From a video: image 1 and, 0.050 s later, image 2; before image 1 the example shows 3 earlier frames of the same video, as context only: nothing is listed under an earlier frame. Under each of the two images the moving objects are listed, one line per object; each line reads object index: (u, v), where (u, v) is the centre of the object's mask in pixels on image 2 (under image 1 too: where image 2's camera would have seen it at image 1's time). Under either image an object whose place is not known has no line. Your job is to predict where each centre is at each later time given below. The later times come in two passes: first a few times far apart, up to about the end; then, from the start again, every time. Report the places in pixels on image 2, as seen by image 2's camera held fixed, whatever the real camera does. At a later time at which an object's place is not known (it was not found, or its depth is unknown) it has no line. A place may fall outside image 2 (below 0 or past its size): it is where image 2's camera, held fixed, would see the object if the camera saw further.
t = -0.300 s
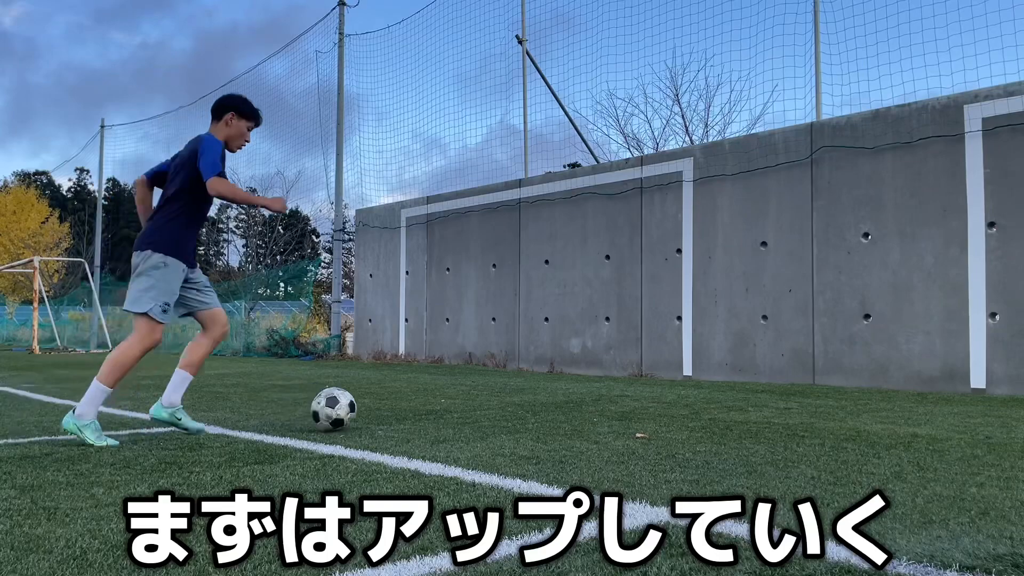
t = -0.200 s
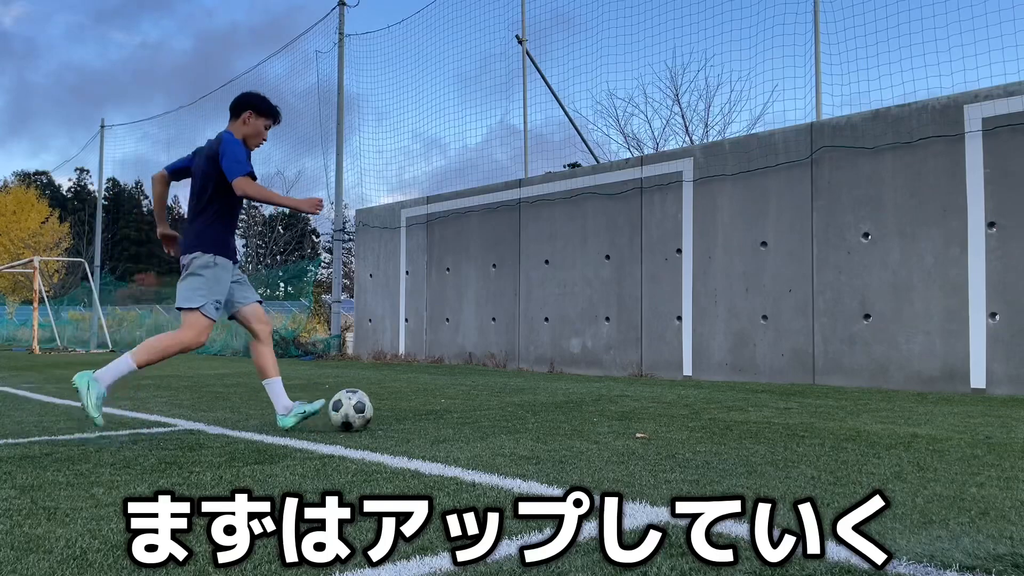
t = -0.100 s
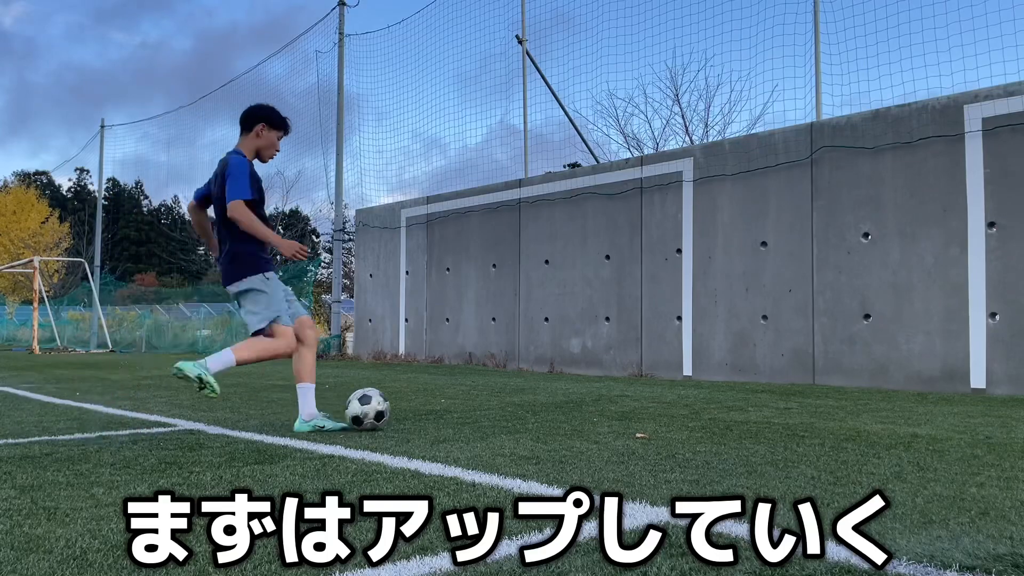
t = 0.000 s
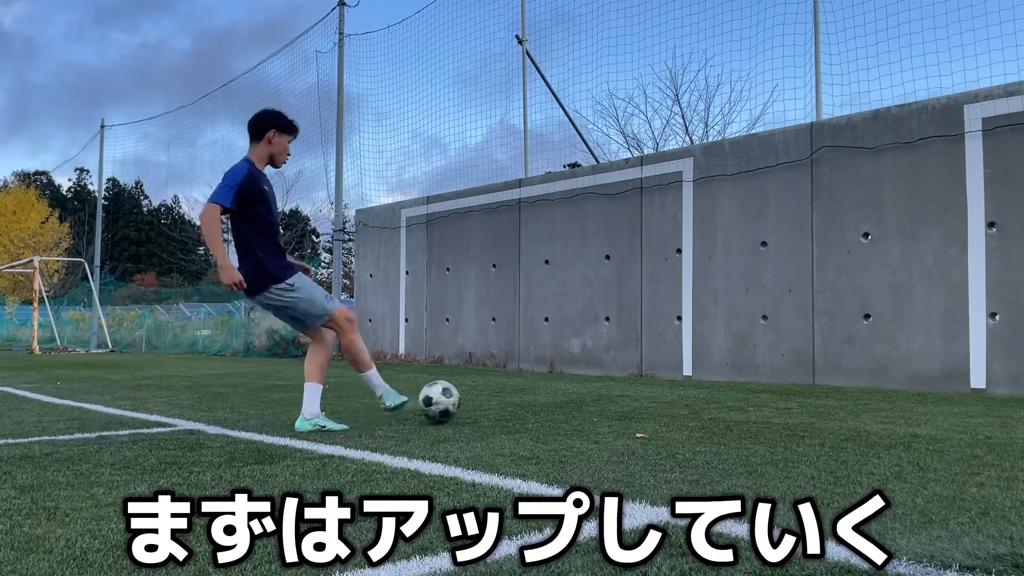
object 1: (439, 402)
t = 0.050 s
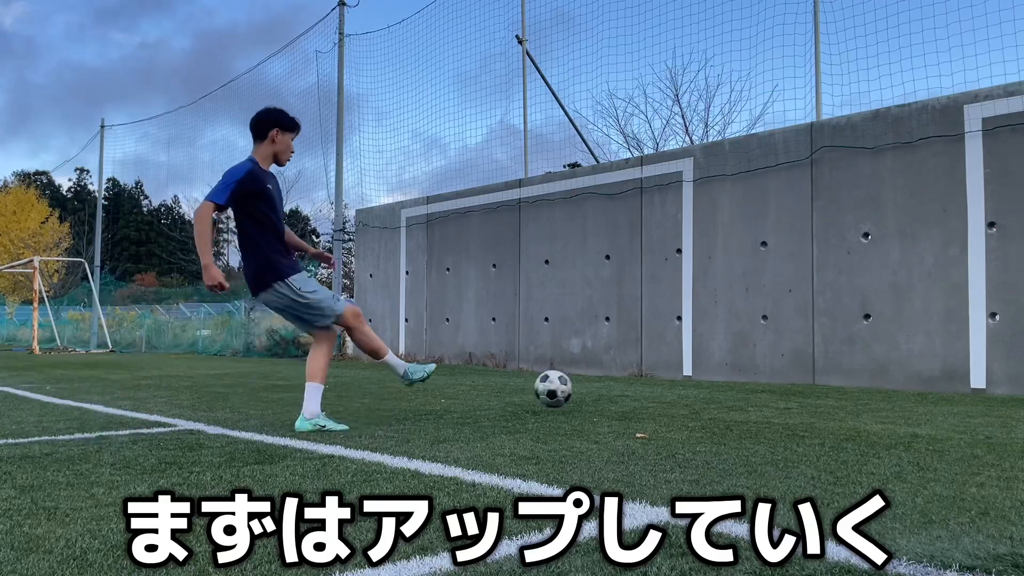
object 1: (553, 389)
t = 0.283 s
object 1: (874, 372)
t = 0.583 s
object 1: (636, 382)
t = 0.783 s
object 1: (368, 408)
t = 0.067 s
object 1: (586, 386)
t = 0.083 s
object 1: (616, 384)
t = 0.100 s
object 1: (646, 383)
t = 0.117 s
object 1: (673, 383)
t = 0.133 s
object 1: (699, 382)
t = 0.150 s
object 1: (723, 383)
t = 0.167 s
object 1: (745, 383)
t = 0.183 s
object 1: (767, 380)
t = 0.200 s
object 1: (787, 378)
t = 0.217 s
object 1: (806, 376)
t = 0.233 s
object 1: (824, 374)
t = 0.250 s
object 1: (841, 373)
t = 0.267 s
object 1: (858, 372)
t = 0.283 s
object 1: (874, 372)
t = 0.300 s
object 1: (875, 372)
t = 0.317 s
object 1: (864, 371)
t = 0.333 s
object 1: (852, 371)
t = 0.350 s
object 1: (841, 371)
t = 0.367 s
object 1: (828, 372)
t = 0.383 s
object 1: (816, 373)
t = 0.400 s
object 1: (803, 374)
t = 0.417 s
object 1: (790, 375)
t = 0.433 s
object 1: (776, 377)
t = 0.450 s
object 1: (762, 379)
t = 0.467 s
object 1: (748, 382)
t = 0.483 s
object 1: (733, 384)
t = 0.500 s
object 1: (717, 385)
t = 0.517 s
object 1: (702, 384)
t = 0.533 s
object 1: (686, 383)
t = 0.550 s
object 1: (670, 382)
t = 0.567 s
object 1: (654, 382)
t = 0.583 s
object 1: (636, 382)
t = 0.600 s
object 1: (618, 383)
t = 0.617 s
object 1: (600, 383)
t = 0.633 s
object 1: (580, 385)
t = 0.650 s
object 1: (561, 387)
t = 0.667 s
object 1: (540, 389)
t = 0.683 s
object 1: (518, 392)
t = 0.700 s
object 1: (495, 396)
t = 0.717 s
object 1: (471, 400)
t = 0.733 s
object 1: (446, 405)
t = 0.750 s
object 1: (420, 410)
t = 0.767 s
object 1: (395, 409)
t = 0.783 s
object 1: (368, 408)
